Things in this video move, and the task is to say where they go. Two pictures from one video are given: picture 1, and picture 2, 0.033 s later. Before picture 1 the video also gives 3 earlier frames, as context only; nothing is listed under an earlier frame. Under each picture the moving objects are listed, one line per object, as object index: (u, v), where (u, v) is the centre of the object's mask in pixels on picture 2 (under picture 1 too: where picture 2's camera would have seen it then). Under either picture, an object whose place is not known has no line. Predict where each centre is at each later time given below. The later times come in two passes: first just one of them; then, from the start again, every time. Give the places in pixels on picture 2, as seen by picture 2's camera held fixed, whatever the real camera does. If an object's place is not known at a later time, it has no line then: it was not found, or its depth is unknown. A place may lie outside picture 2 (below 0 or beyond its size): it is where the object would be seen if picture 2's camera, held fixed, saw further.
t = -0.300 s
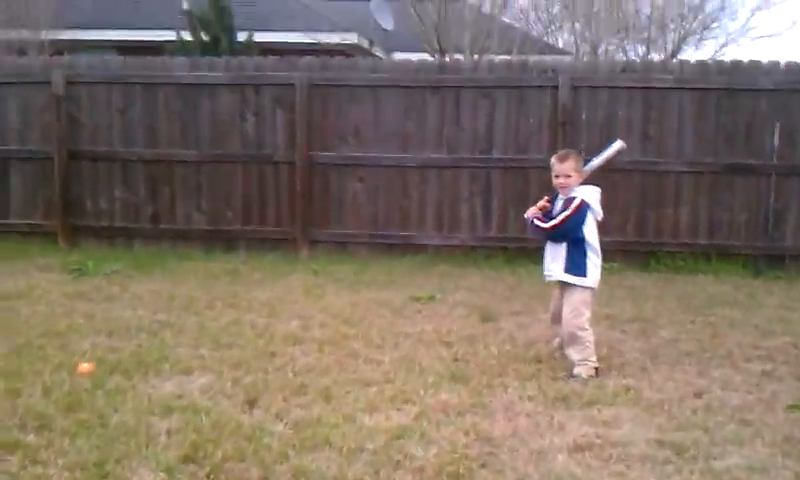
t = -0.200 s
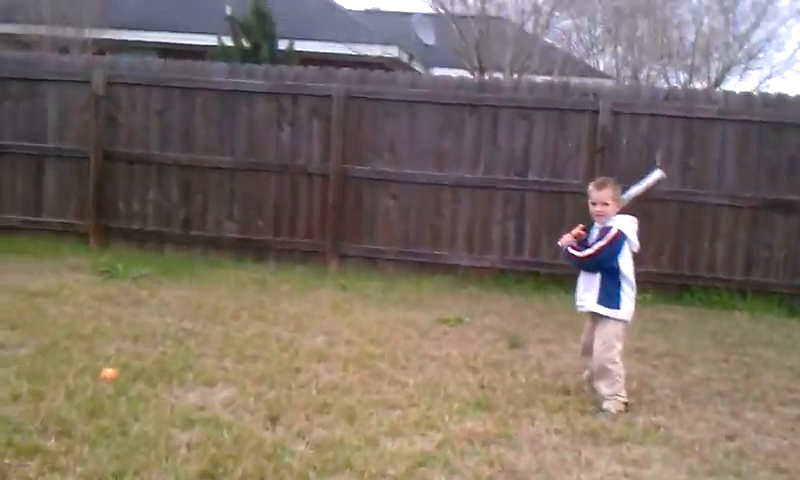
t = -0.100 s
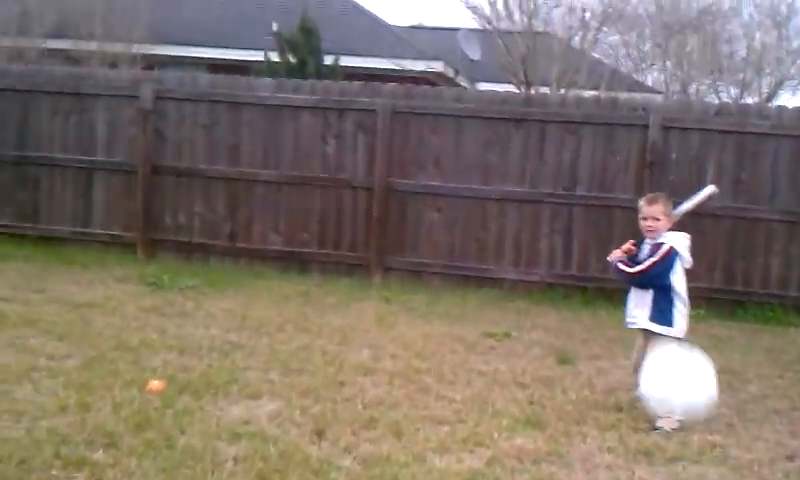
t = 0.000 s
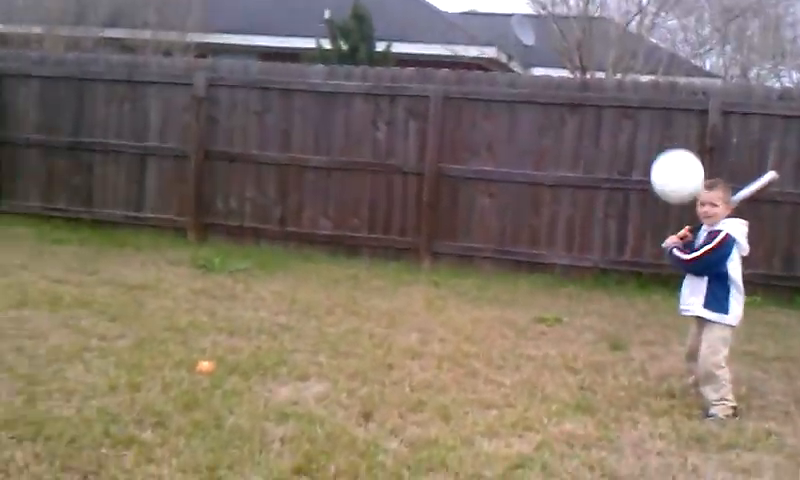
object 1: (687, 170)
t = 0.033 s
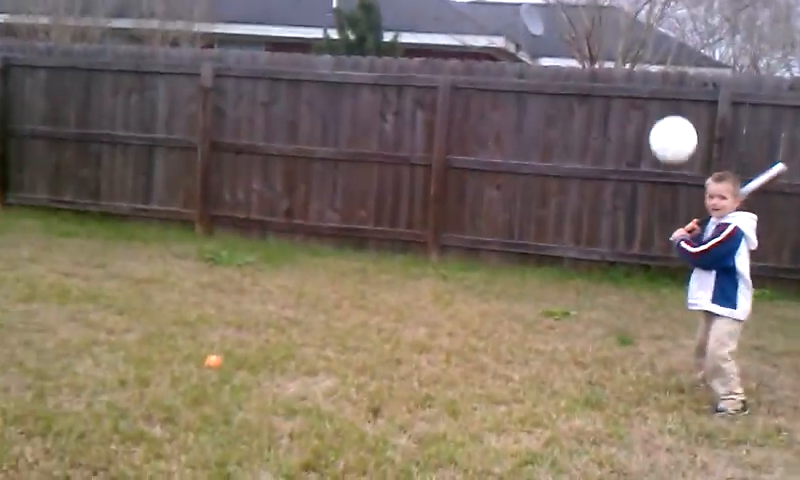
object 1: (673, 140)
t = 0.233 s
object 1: (618, 133)
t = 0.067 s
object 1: (662, 122)
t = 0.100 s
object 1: (652, 116)
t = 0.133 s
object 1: (643, 113)
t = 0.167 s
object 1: (635, 115)
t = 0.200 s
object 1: (627, 126)
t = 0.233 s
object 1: (618, 133)
